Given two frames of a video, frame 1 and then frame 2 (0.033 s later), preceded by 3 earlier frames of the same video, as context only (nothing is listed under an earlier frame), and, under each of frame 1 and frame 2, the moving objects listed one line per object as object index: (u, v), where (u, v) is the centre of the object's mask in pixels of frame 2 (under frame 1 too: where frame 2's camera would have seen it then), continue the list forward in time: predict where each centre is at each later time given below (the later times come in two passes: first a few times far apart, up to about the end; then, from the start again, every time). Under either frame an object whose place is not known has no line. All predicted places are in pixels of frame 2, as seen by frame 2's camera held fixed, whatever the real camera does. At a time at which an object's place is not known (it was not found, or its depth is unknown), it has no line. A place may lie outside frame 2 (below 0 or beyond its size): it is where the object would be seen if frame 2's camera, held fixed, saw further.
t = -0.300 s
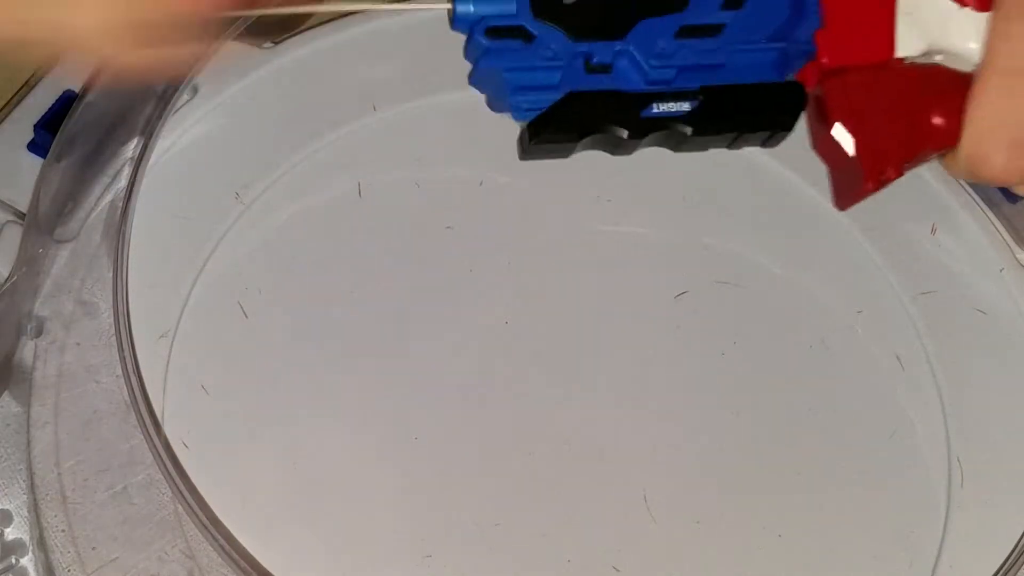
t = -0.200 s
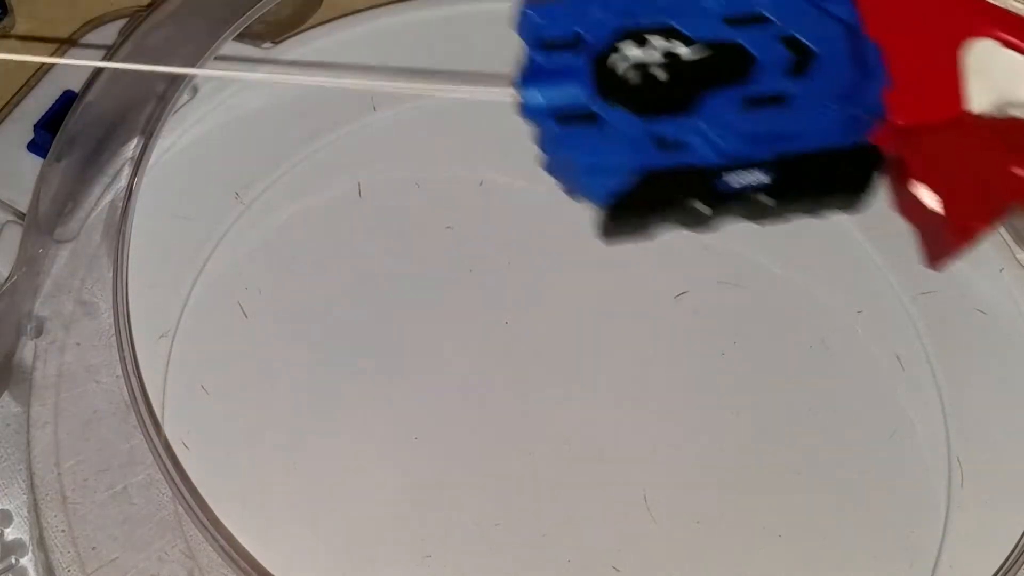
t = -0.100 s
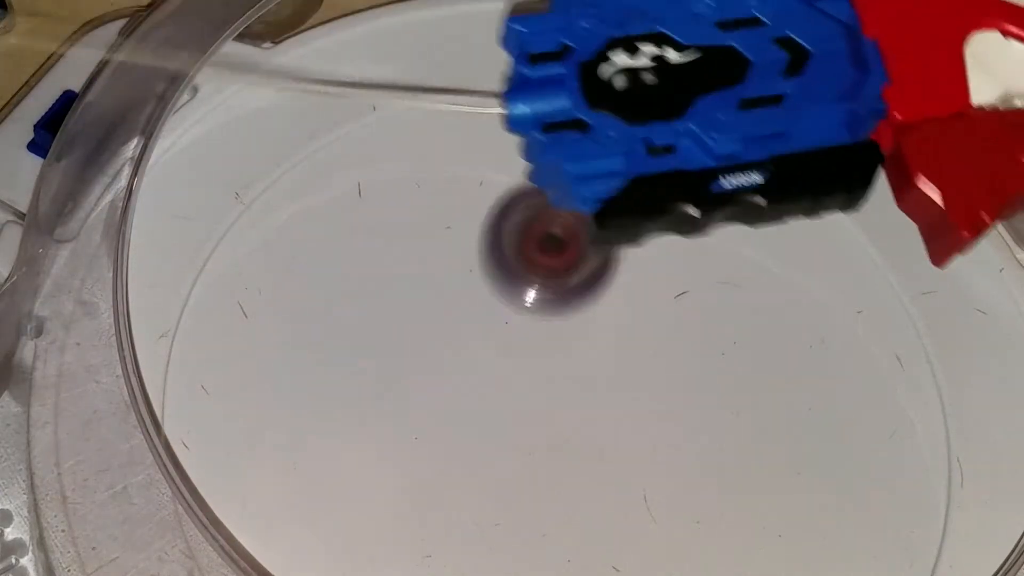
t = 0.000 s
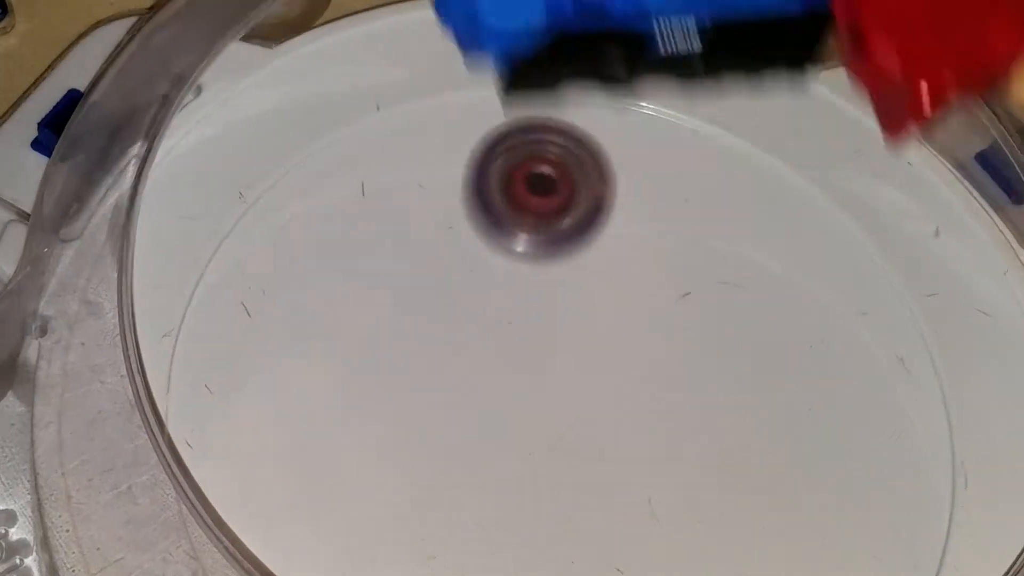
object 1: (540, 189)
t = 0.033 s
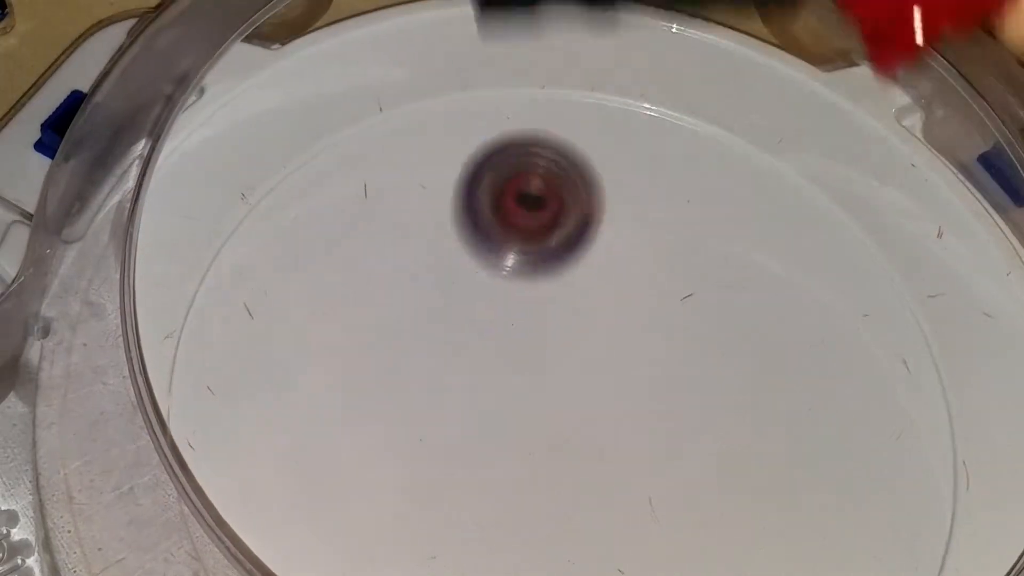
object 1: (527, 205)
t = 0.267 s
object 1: (552, 374)
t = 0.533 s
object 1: (786, 377)
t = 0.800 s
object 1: (626, 169)
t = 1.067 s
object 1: (475, 516)
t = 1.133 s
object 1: (559, 557)
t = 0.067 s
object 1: (513, 241)
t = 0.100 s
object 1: (511, 261)
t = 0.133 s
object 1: (517, 270)
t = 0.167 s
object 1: (519, 299)
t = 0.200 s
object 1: (523, 336)
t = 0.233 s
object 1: (539, 346)
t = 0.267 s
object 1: (552, 374)
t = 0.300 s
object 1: (575, 390)
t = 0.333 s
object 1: (598, 411)
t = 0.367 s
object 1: (627, 421)
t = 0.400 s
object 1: (659, 427)
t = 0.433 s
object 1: (693, 426)
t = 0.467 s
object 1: (728, 416)
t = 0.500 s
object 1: (759, 400)
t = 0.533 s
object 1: (786, 377)
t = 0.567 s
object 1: (805, 346)
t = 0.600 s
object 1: (813, 312)
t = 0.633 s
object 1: (809, 274)
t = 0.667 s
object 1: (793, 238)
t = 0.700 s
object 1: (765, 206)
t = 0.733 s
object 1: (724, 182)
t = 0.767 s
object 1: (678, 169)
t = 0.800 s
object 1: (626, 169)
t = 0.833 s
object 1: (574, 183)
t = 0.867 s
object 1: (526, 210)
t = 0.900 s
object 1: (485, 248)
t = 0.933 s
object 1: (455, 297)
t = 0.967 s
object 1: (438, 351)
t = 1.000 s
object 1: (436, 410)
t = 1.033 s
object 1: (449, 471)
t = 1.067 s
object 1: (475, 516)
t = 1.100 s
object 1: (513, 540)
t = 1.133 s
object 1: (559, 557)
